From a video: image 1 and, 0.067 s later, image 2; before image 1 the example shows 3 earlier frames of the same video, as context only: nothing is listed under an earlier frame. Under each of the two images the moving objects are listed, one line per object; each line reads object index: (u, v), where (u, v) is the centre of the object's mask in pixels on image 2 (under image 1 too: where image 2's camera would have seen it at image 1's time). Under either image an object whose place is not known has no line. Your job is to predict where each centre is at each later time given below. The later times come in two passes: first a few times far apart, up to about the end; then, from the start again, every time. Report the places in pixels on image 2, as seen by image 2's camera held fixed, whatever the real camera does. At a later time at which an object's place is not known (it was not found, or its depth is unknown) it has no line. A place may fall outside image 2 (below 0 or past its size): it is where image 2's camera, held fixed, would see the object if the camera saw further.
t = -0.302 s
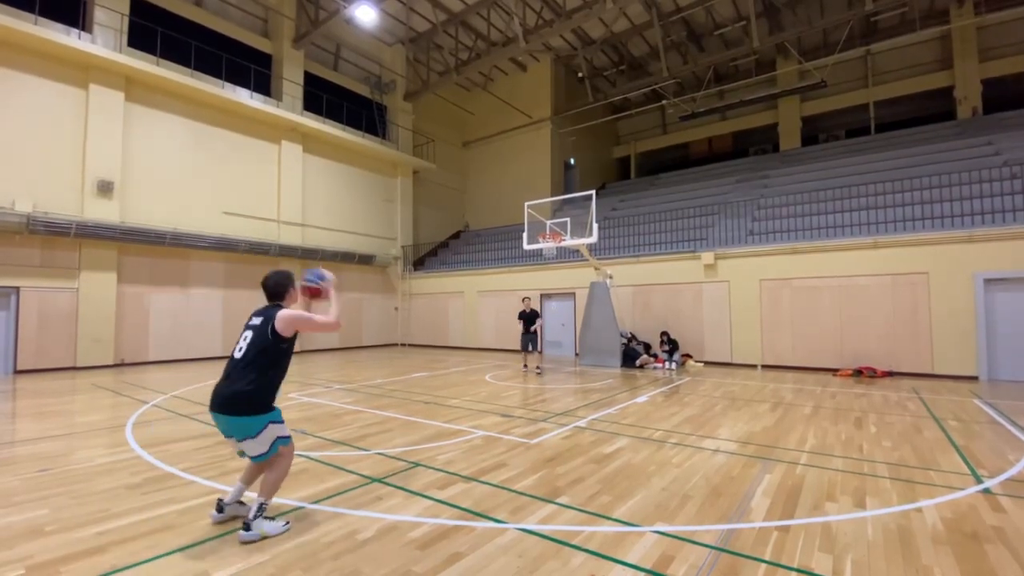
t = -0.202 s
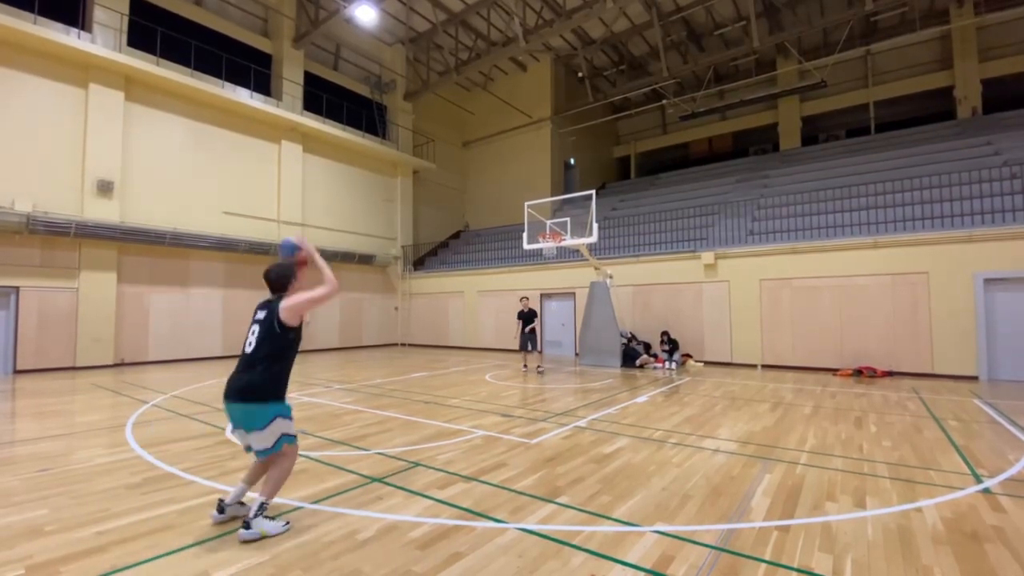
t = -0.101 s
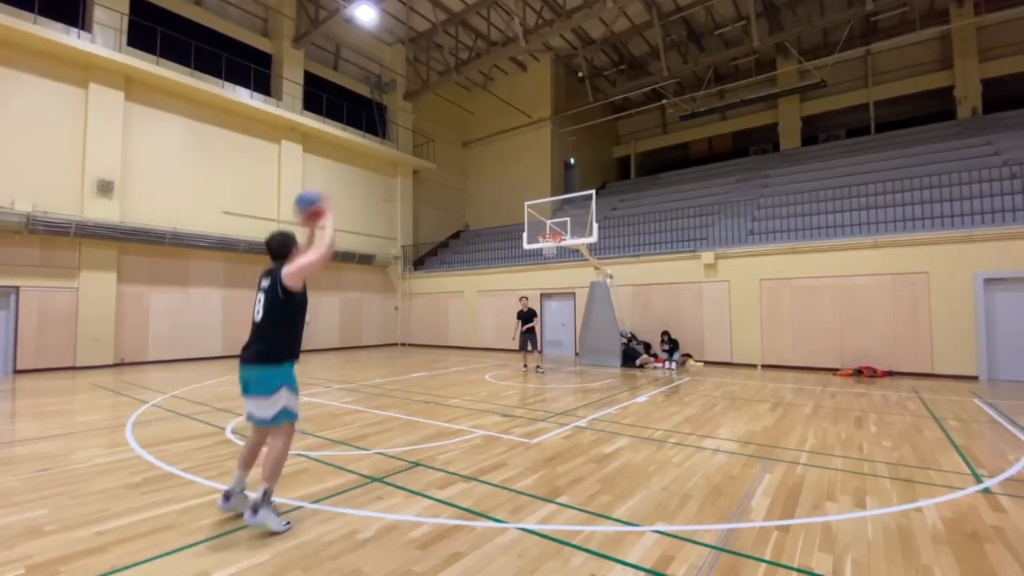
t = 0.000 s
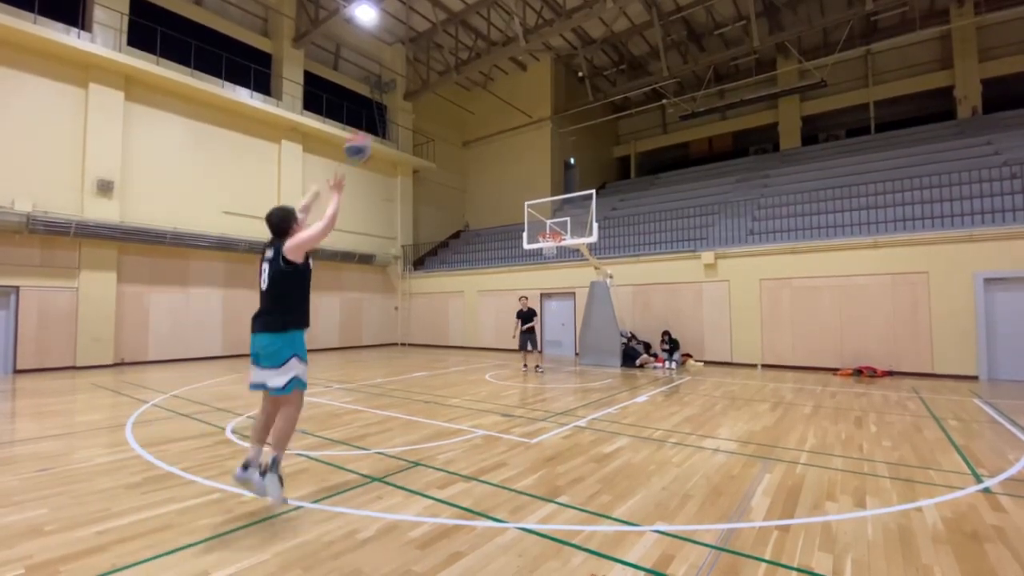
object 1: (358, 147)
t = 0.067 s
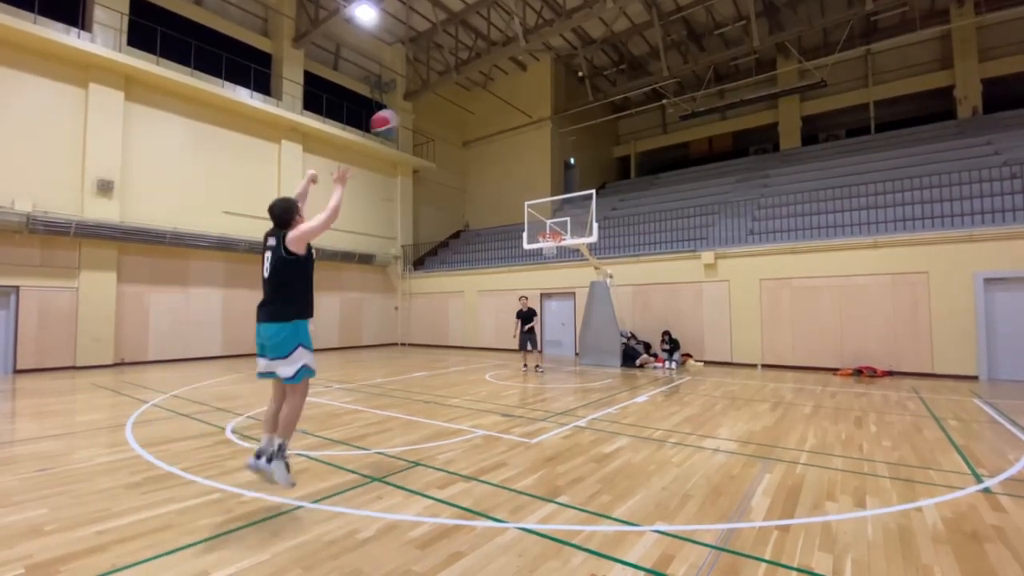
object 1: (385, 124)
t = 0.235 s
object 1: (434, 93)
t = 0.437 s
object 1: (475, 94)
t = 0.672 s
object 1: (508, 123)
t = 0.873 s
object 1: (528, 163)
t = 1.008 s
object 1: (539, 195)
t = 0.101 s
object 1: (396, 113)
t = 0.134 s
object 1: (407, 106)
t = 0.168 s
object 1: (417, 101)
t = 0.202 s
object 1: (426, 96)
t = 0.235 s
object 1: (434, 93)
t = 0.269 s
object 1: (442, 92)
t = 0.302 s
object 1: (450, 91)
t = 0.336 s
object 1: (456, 88)
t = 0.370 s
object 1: (463, 90)
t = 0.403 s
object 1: (469, 92)
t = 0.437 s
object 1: (475, 94)
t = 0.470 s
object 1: (480, 96)
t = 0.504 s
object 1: (485, 99)
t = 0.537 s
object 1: (490, 104)
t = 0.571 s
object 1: (495, 107)
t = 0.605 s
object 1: (499, 111)
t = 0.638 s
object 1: (504, 116)
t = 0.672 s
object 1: (508, 123)
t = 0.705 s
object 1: (512, 129)
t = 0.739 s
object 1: (515, 134)
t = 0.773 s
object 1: (518, 140)
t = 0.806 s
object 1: (520, 148)
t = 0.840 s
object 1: (525, 155)
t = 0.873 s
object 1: (528, 163)
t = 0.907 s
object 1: (531, 171)
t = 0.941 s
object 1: (533, 180)
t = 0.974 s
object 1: (537, 185)
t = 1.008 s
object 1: (539, 195)
